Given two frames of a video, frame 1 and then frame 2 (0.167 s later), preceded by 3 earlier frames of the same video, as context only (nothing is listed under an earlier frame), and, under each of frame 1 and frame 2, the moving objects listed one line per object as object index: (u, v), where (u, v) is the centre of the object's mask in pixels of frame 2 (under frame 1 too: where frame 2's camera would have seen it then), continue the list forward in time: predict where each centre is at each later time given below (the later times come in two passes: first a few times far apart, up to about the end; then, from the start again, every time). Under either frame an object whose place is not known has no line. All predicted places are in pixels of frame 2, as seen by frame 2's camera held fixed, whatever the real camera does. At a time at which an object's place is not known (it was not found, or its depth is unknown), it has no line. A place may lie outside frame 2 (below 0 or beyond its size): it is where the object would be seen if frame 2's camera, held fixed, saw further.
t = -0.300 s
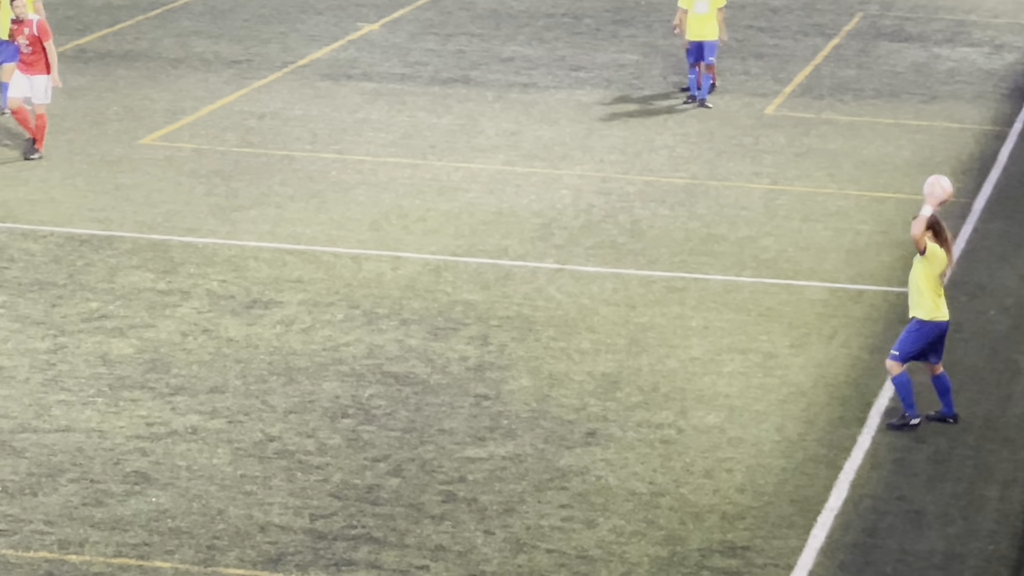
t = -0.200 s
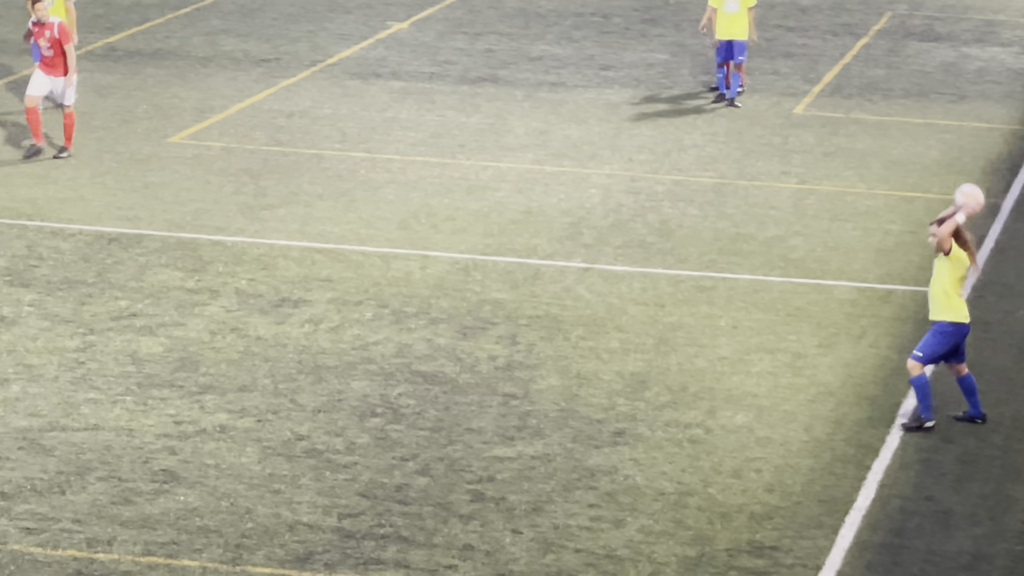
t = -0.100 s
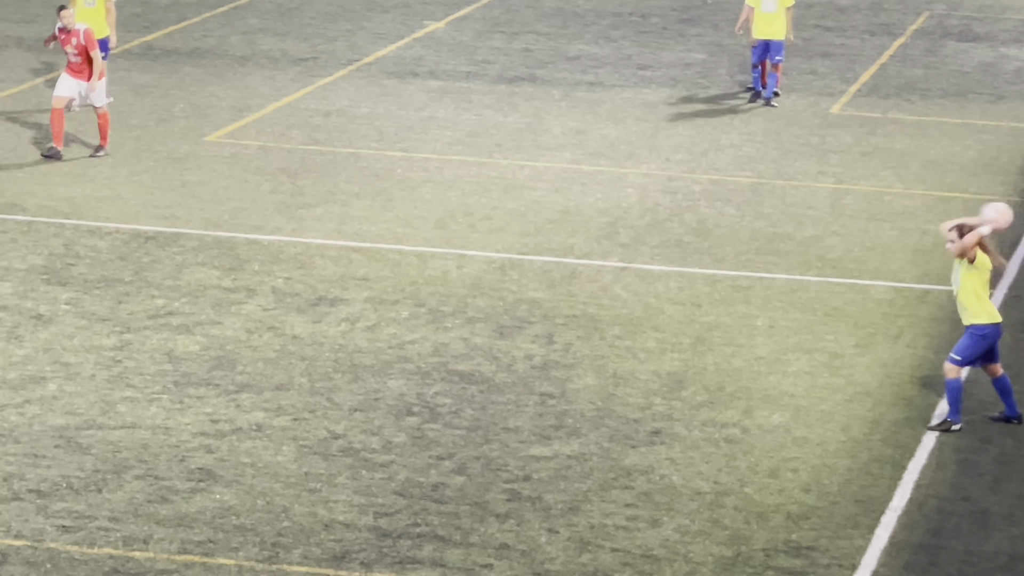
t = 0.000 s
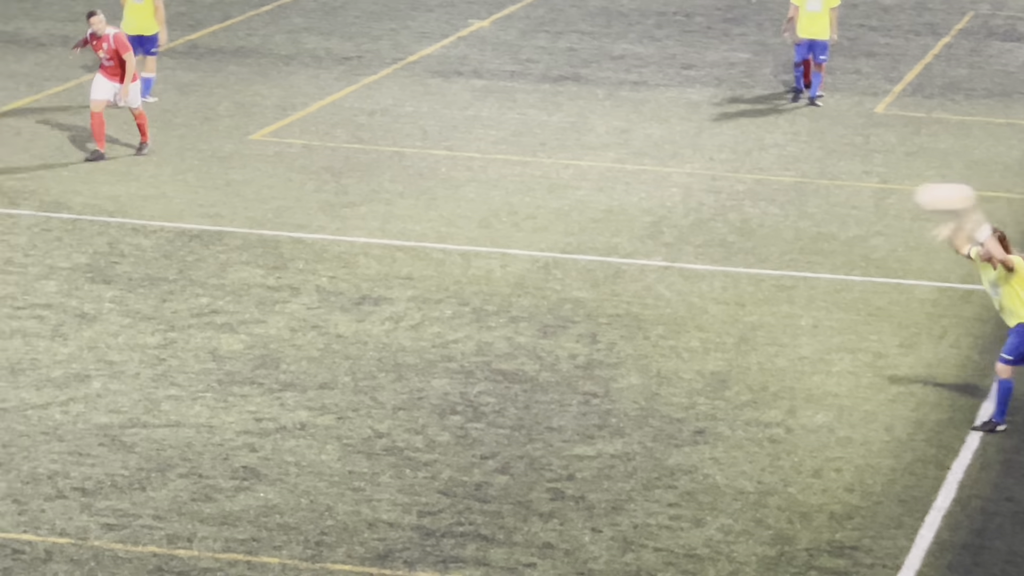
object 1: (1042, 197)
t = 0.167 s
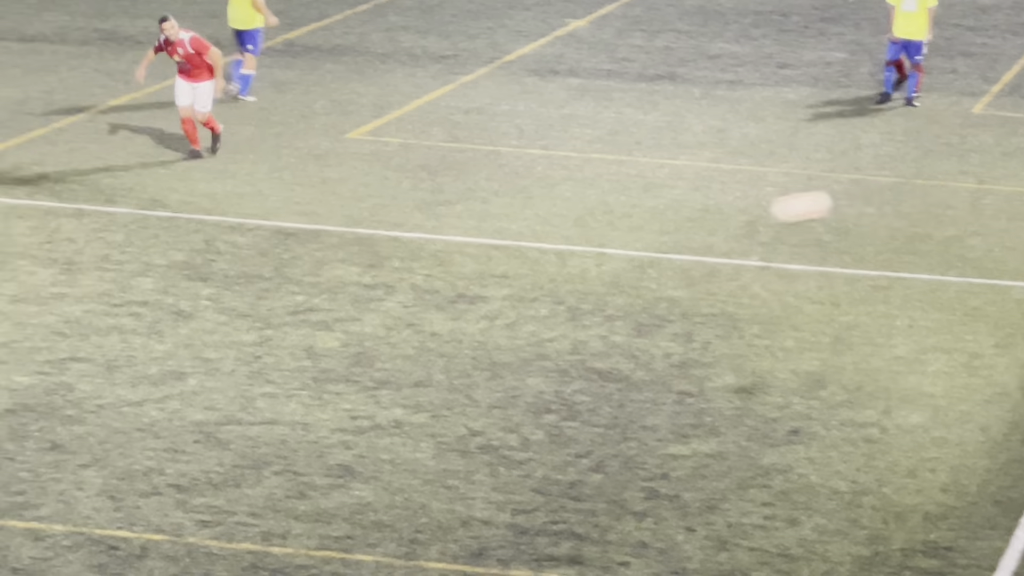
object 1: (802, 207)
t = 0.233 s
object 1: (701, 221)
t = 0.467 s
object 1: (379, 330)
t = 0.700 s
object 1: (87, 402)
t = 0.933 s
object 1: (-99, 306)
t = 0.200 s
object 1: (752, 213)
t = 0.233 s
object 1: (701, 221)
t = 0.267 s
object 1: (654, 231)
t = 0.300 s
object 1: (620, 243)
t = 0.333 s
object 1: (571, 257)
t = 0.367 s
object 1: (523, 272)
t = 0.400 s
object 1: (474, 290)
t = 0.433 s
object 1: (426, 309)
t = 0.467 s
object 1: (379, 330)
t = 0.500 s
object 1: (330, 353)
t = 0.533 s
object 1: (278, 377)
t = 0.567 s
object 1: (231, 404)
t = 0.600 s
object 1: (182, 433)
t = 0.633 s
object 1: (141, 446)
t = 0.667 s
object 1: (113, 422)
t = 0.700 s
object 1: (87, 402)
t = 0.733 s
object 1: (62, 383)
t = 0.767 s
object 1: (36, 367)
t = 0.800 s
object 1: (10, 351)
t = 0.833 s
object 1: (-18, 337)
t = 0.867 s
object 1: (-43, 325)
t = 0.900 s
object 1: (-71, 315)
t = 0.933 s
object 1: (-99, 306)
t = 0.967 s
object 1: (-125, 300)
